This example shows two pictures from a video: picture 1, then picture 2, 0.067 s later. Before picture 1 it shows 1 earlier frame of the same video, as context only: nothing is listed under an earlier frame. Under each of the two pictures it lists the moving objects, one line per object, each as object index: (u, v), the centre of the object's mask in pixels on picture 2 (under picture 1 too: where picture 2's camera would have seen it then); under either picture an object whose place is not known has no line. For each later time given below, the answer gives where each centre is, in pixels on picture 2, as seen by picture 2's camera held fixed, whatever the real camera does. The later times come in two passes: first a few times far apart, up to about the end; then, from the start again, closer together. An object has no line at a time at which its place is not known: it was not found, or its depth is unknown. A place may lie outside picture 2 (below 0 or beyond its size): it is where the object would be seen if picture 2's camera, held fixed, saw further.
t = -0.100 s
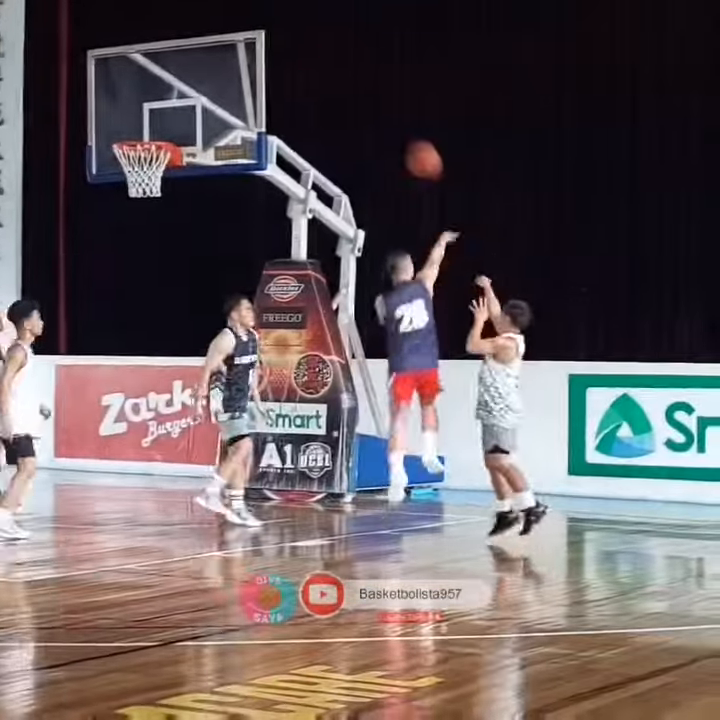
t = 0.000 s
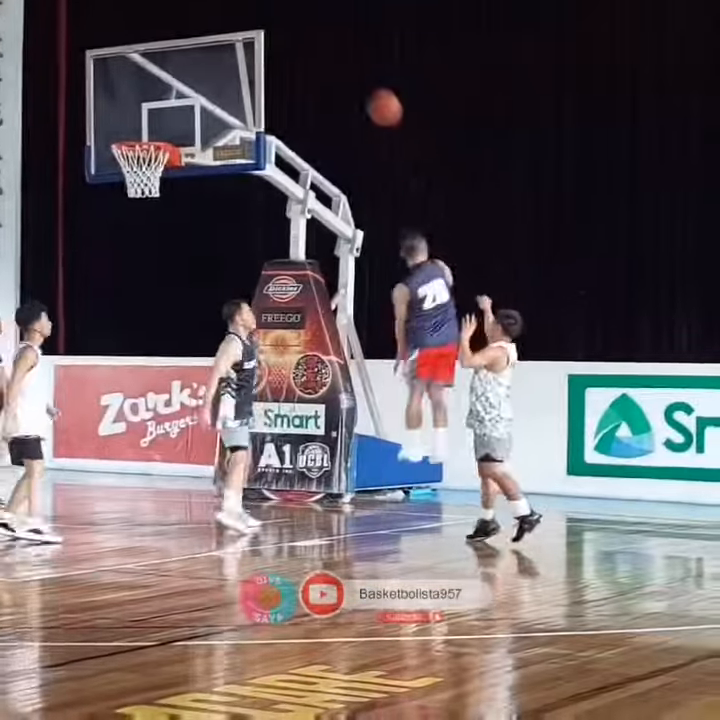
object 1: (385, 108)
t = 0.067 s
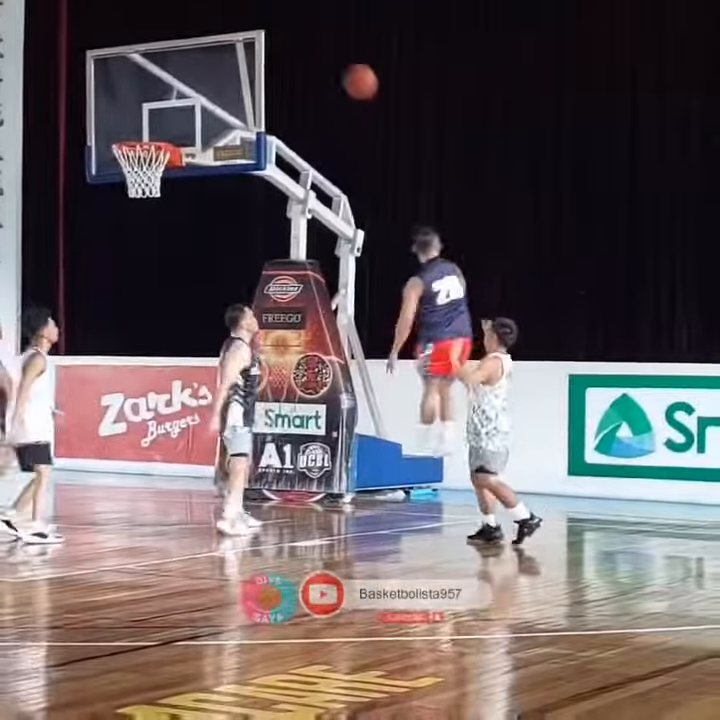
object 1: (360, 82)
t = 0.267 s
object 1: (289, 38)
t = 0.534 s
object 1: (200, 60)
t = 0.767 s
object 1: (133, 133)
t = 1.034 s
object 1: (135, 125)
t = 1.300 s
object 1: (157, 132)
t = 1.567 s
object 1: (148, 137)
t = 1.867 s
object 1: (140, 199)
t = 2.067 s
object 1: (142, 213)
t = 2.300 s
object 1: (148, 296)
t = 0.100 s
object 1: (348, 71)
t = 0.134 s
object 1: (336, 61)
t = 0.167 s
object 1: (324, 53)
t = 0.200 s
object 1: (312, 47)
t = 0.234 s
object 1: (301, 42)
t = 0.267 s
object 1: (289, 38)
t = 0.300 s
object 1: (278, 36)
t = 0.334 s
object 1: (267, 34)
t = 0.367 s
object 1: (255, 35)
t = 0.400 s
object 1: (243, 37)
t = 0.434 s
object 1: (232, 41)
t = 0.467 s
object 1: (222, 46)
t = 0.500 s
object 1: (210, 54)
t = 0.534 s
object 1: (200, 60)
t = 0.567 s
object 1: (190, 68)
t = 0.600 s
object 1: (178, 77)
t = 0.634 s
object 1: (166, 89)
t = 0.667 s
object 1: (158, 102)
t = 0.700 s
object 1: (147, 115)
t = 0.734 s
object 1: (137, 128)
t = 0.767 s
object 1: (133, 133)
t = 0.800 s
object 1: (145, 135)
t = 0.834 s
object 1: (155, 136)
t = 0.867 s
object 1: (147, 135)
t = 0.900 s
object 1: (132, 132)
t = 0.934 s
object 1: (127, 132)
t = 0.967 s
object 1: (129, 130)
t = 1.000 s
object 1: (131, 128)
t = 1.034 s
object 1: (135, 125)
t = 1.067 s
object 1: (142, 121)
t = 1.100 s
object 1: (145, 119)
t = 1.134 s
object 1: (147, 120)
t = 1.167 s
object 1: (150, 121)
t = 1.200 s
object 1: (152, 124)
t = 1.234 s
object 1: (157, 127)
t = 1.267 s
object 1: (160, 132)
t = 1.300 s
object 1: (157, 132)
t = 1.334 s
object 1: (151, 132)
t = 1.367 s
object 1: (143, 132)
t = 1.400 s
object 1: (136, 133)
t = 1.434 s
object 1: (130, 134)
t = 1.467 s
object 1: (130, 135)
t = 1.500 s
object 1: (137, 135)
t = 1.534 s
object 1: (141, 135)
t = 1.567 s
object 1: (148, 137)
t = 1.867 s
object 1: (140, 199)
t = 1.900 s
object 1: (140, 200)
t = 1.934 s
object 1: (139, 201)
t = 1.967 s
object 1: (140, 204)
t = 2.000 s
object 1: (140, 206)
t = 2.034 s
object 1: (141, 209)
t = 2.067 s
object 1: (142, 213)
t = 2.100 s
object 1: (143, 221)
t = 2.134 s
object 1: (144, 230)
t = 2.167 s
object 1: (145, 241)
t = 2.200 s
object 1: (146, 253)
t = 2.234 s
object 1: (147, 266)
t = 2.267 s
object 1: (147, 280)
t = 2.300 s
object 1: (148, 296)
